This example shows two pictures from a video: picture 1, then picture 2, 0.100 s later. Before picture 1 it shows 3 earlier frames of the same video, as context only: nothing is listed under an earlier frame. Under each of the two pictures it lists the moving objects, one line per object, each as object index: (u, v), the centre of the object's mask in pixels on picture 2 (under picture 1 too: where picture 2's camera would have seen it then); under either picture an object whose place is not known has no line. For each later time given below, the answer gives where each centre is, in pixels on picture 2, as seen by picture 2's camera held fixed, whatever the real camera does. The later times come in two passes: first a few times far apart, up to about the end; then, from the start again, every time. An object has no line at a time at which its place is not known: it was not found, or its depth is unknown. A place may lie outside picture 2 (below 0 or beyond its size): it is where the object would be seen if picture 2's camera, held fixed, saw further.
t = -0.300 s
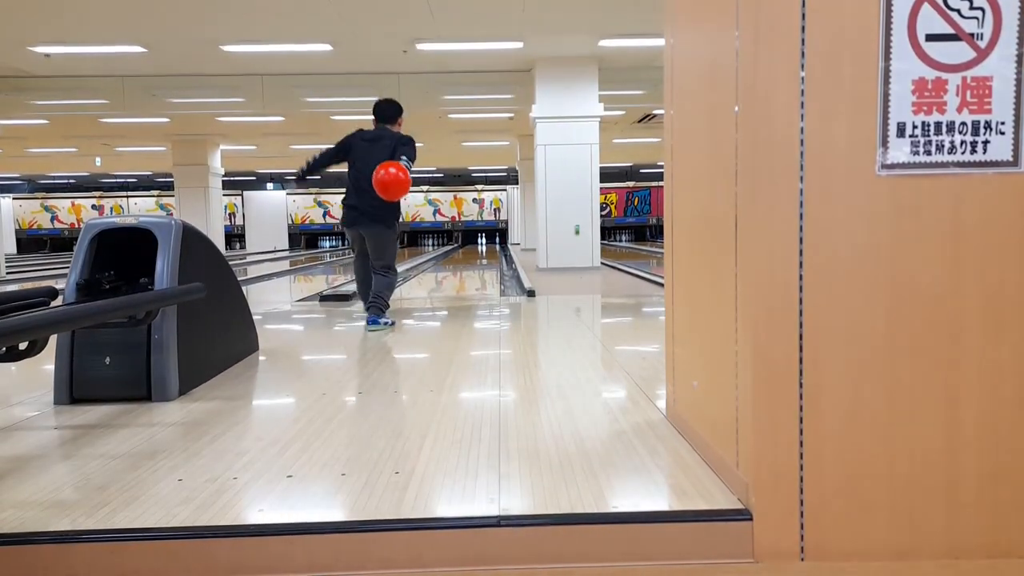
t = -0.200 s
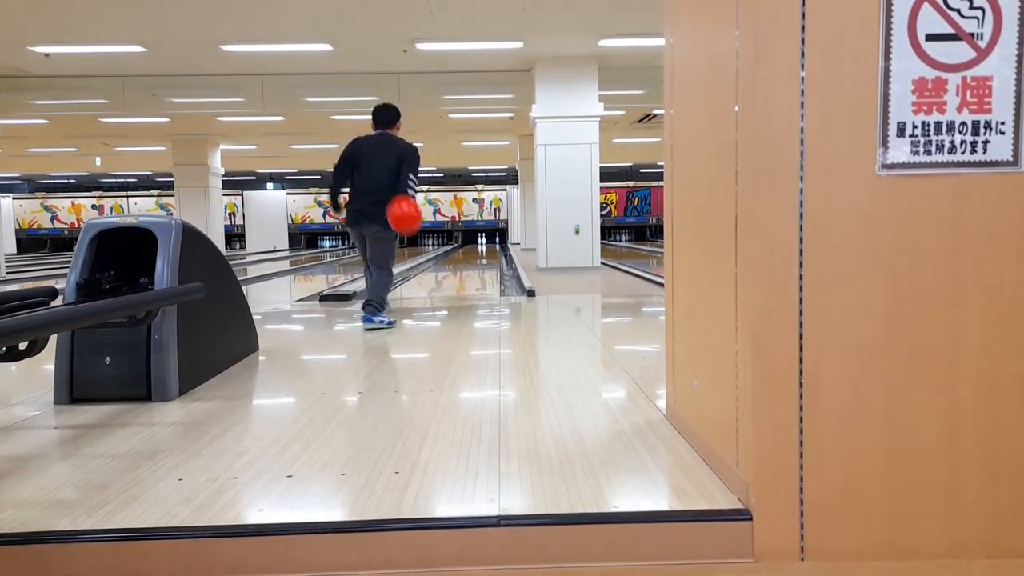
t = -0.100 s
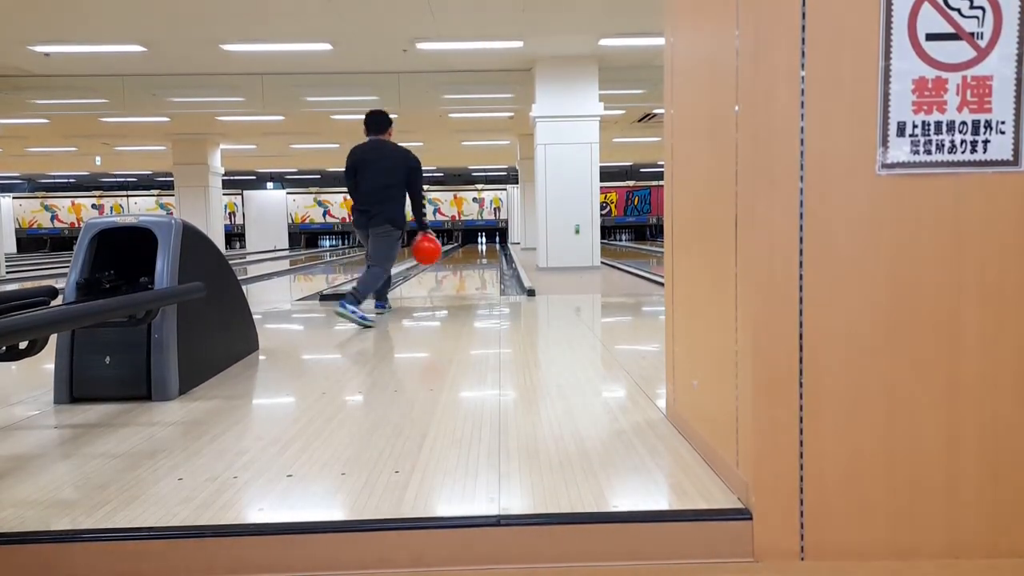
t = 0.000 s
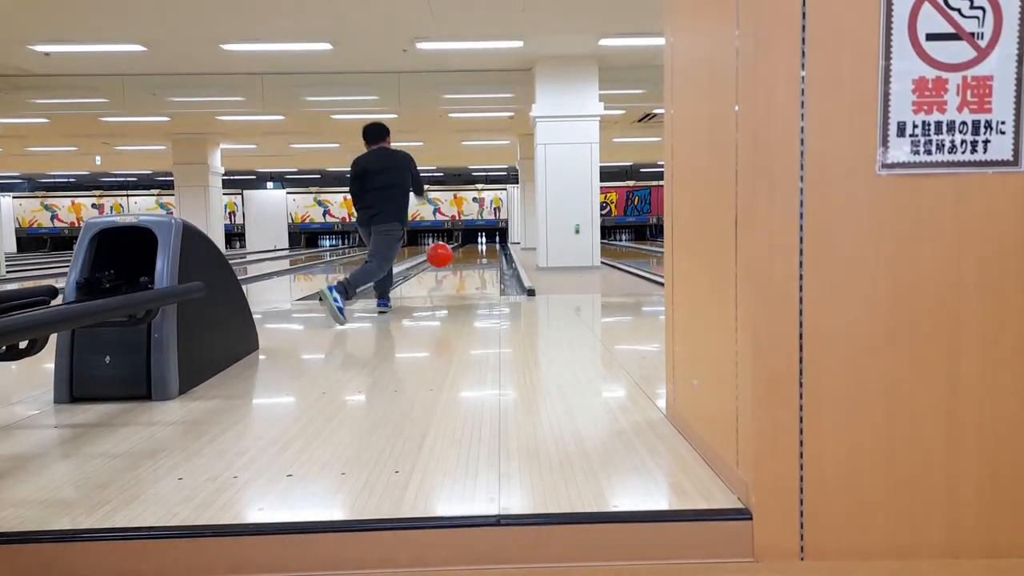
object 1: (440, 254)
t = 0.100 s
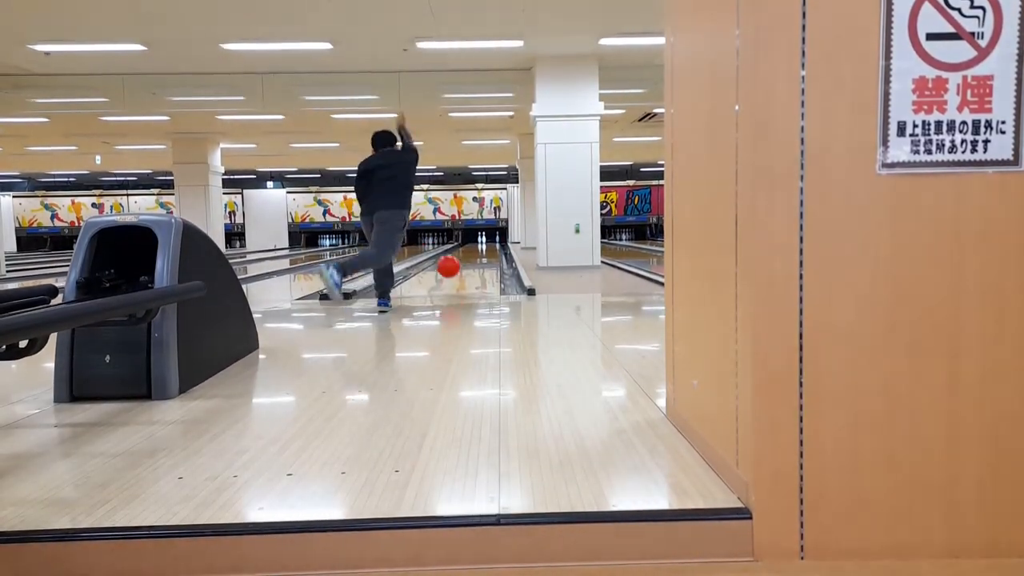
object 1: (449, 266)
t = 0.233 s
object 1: (457, 271)
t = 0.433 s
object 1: (467, 264)
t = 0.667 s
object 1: (474, 257)
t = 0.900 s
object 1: (478, 253)
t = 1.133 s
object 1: (482, 250)
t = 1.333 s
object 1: (484, 248)
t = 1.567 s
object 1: (488, 245)
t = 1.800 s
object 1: (489, 244)
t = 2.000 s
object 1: (490, 242)
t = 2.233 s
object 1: (490, 241)
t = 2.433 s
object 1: (490, 241)
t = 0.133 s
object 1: (450, 272)
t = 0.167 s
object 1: (453, 276)
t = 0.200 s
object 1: (456, 273)
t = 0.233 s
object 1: (457, 271)
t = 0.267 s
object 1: (459, 270)
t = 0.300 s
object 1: (460, 270)
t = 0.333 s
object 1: (462, 268)
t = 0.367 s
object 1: (463, 267)
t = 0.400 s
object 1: (465, 266)
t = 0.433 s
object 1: (467, 264)
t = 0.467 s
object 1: (467, 263)
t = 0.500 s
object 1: (469, 262)
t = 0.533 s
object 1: (470, 261)
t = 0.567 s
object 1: (471, 260)
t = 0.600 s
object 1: (472, 259)
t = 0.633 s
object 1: (473, 258)
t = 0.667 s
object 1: (474, 257)
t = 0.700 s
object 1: (474, 257)
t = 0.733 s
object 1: (475, 256)
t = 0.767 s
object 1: (475, 256)
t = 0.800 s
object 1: (476, 255)
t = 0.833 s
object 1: (477, 254)
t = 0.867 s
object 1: (478, 254)
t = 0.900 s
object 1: (478, 253)
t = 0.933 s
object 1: (479, 253)
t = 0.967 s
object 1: (479, 252)
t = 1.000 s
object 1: (480, 252)
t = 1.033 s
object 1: (481, 251)
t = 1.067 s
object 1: (482, 251)
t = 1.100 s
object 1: (482, 250)
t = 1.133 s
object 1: (482, 250)
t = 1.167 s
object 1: (483, 249)
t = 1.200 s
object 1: (483, 249)
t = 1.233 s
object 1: (484, 248)
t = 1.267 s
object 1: (484, 248)
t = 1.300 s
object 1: (484, 248)
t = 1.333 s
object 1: (484, 248)
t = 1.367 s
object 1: (485, 247)
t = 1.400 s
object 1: (486, 247)
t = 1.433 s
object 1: (486, 247)
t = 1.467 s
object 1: (487, 246)
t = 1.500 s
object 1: (487, 246)
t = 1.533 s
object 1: (487, 246)
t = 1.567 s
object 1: (488, 245)
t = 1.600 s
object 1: (488, 245)
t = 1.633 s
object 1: (488, 245)
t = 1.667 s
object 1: (488, 245)
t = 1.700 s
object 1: (488, 245)
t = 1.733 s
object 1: (489, 245)
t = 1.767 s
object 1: (489, 244)
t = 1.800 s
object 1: (489, 244)
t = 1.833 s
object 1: (489, 244)
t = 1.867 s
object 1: (489, 244)
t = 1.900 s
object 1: (489, 243)
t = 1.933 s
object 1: (490, 243)
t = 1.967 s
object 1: (490, 243)
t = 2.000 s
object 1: (490, 242)
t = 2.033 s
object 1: (490, 242)
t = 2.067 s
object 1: (490, 242)
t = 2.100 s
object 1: (490, 242)
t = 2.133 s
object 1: (490, 242)
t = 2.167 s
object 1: (490, 242)
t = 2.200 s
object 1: (490, 242)
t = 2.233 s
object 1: (490, 241)
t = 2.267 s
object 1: (490, 241)
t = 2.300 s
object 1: (490, 241)
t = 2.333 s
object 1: (491, 241)
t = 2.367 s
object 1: (490, 241)
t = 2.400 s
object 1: (490, 241)
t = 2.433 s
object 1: (490, 241)
